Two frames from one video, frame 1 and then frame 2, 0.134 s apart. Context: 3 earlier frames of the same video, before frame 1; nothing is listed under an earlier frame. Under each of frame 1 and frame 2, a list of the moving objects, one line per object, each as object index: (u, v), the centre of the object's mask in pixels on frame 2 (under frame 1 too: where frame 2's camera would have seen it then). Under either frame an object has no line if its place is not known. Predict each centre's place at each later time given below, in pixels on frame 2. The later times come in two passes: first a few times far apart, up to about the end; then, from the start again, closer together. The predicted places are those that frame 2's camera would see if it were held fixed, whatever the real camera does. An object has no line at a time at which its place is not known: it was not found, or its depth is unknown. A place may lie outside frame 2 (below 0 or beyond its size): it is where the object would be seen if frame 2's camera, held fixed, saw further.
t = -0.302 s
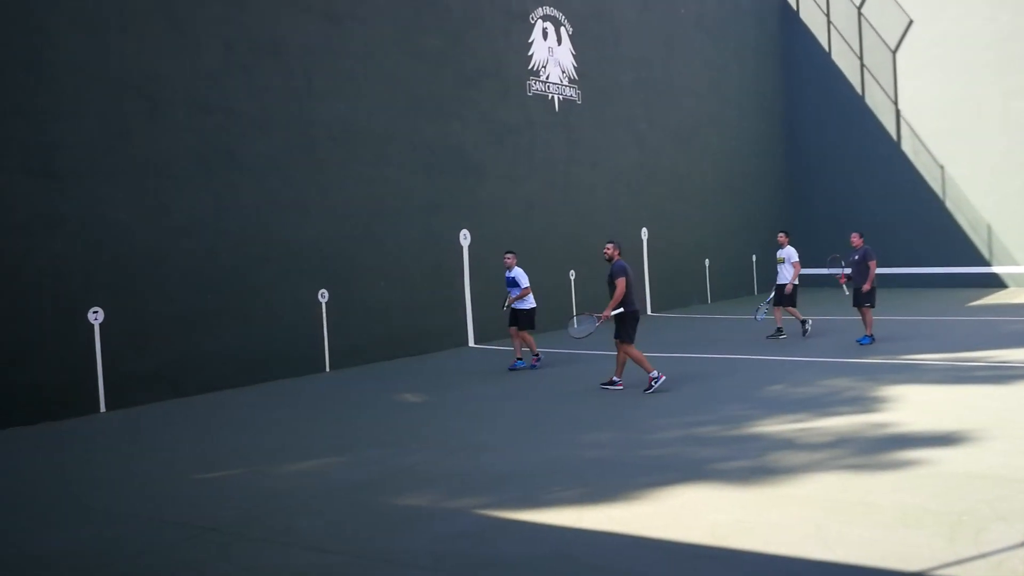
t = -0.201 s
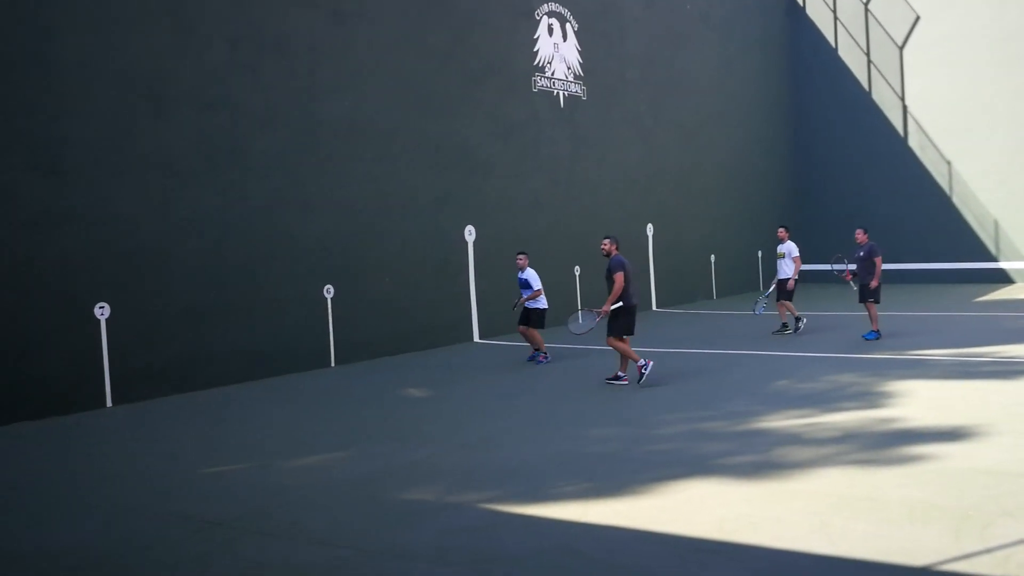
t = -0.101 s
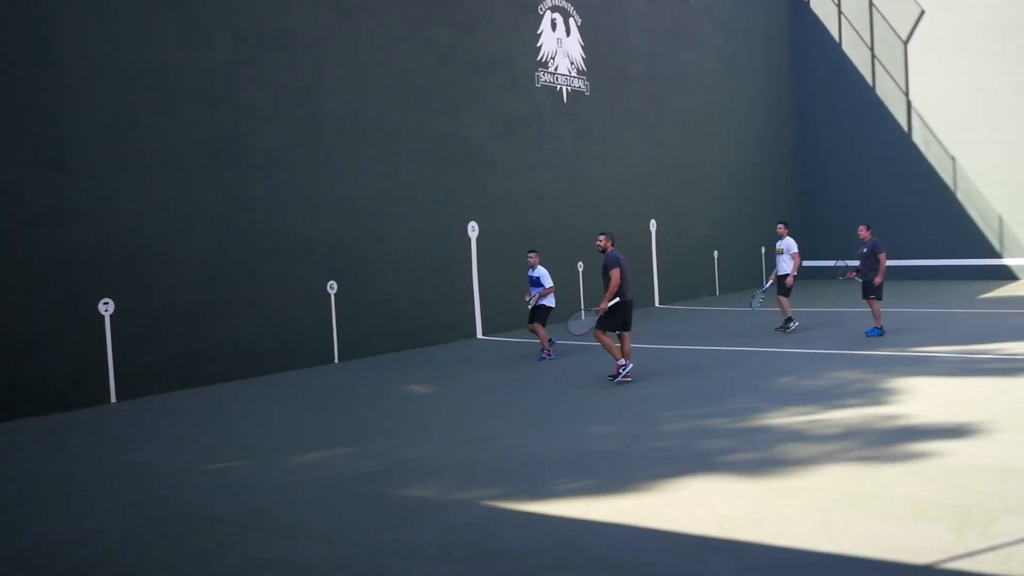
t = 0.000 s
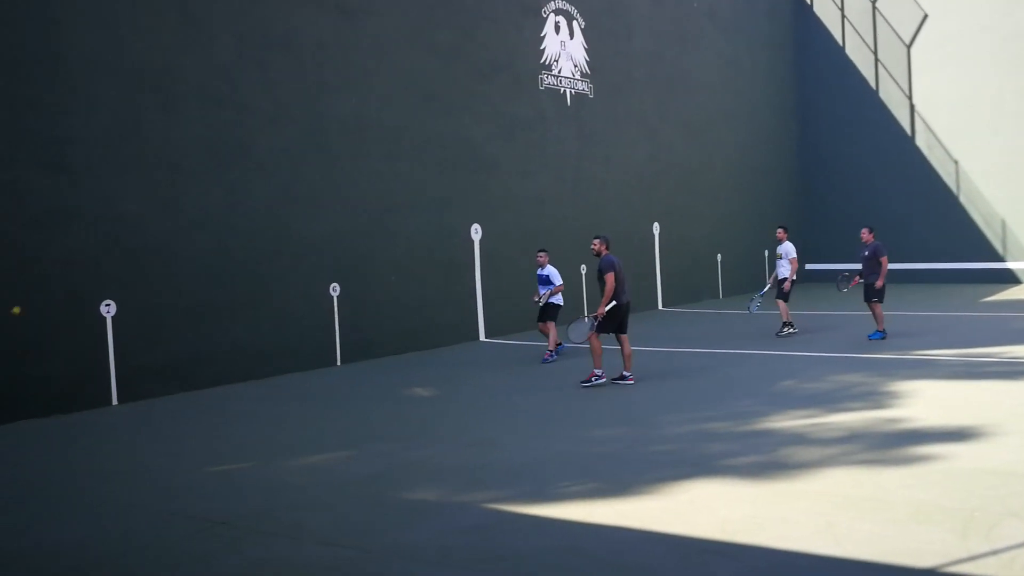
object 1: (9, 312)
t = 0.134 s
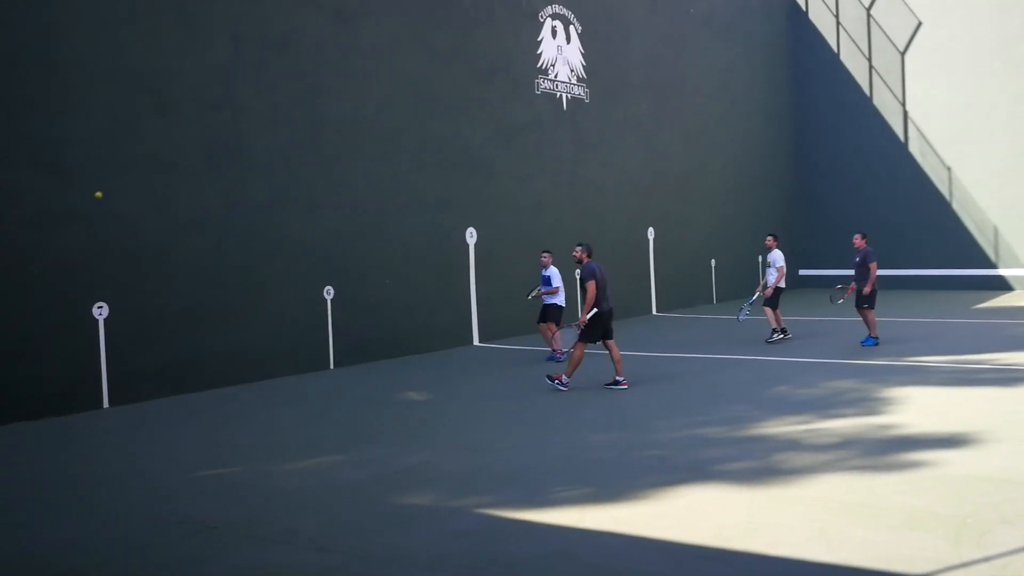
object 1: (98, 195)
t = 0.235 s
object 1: (157, 133)
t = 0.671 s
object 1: (345, 32)
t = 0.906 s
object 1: (419, 52)
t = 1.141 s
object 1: (478, 104)
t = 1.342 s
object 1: (522, 169)
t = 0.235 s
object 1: (157, 133)
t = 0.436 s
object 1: (254, 58)
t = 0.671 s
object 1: (345, 32)
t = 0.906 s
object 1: (419, 52)
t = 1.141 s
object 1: (478, 104)
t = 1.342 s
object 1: (522, 169)
